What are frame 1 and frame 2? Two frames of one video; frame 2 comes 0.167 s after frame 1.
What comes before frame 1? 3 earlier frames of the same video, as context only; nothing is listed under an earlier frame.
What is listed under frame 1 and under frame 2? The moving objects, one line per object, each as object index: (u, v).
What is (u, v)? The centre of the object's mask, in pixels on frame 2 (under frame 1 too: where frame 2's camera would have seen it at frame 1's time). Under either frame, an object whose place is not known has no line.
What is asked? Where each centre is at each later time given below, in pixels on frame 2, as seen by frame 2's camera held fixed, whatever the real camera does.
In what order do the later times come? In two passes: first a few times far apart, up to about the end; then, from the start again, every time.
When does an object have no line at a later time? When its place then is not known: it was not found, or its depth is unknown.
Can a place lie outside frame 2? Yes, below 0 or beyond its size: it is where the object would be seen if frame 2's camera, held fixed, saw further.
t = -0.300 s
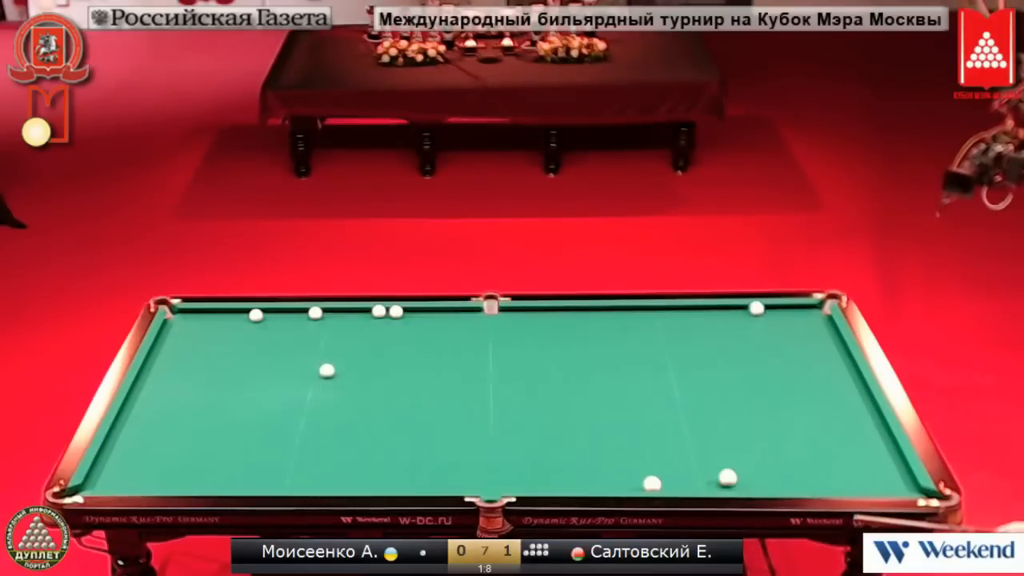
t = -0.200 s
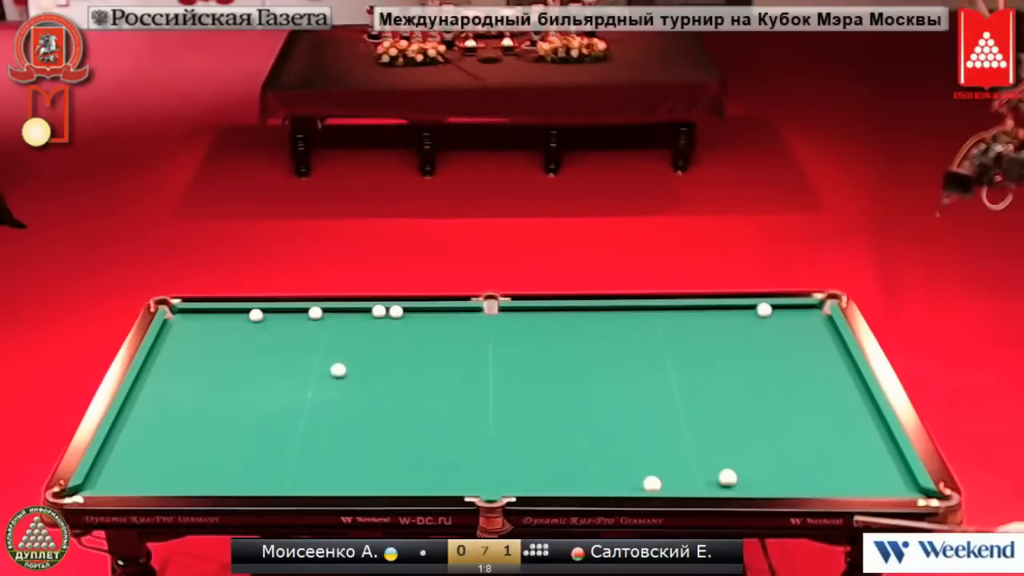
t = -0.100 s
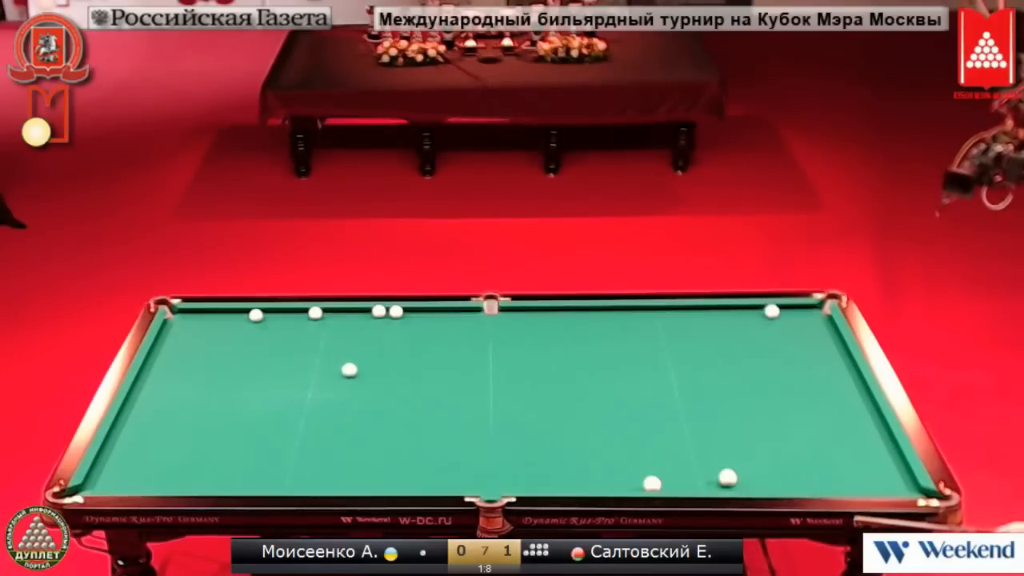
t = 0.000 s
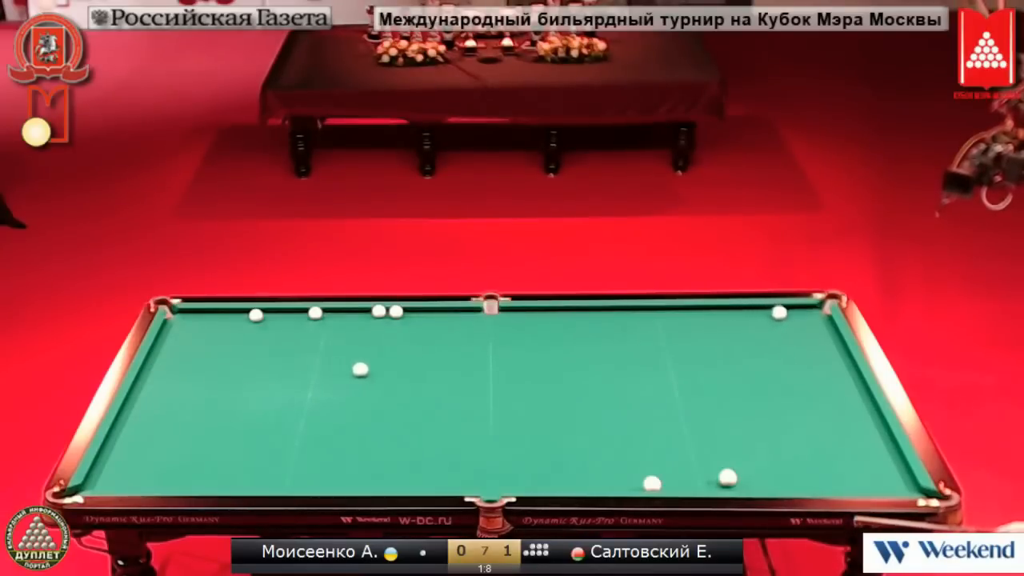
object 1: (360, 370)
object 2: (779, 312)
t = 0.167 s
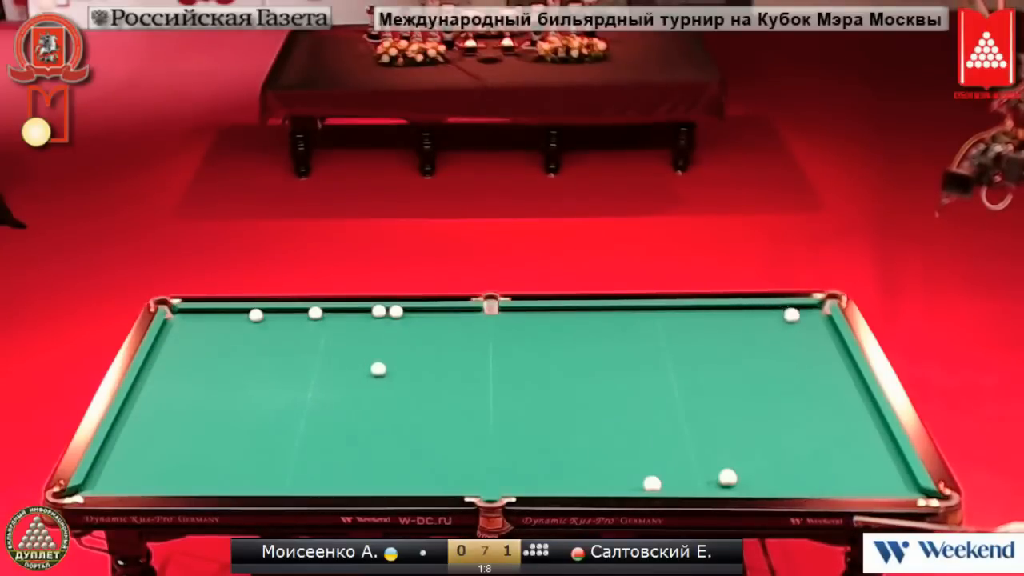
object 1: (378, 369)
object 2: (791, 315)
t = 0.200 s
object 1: (381, 369)
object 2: (794, 315)
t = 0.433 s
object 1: (406, 368)
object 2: (810, 318)
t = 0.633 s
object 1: (426, 368)
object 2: (824, 321)
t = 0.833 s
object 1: (446, 367)
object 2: (824, 324)
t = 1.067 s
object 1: (468, 366)
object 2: (817, 326)
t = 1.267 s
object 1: (487, 366)
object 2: (812, 327)
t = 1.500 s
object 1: (508, 365)
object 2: (807, 329)
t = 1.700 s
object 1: (525, 364)
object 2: (802, 331)
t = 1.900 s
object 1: (542, 364)
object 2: (798, 332)
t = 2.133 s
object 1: (561, 363)
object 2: (793, 333)
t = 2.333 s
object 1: (577, 363)
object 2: (790, 334)
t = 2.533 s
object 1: (593, 362)
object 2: (787, 335)
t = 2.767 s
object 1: (610, 362)
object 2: (784, 336)
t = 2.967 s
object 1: (624, 361)
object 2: (782, 337)
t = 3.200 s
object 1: (640, 361)
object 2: (779, 337)
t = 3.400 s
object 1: (653, 361)
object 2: (778, 338)
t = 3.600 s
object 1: (666, 360)
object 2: (777, 338)
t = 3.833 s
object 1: (681, 360)
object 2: (776, 338)
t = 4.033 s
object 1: (692, 360)
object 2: (776, 338)
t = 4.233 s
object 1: (703, 360)
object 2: (775, 338)
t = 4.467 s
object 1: (715, 359)
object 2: (776, 338)
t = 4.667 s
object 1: (726, 359)
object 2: (776, 338)
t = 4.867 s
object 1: (735, 359)
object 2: (776, 338)
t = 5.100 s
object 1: (745, 359)
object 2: (776, 338)
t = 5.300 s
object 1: (754, 359)
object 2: (776, 338)
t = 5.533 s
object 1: (763, 358)
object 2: (776, 337)
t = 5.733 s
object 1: (770, 358)
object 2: (776, 337)
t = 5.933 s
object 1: (777, 357)
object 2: (776, 337)
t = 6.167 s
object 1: (784, 357)
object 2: (776, 337)
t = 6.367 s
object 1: (789, 357)
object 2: (776, 338)
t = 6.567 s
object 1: (794, 357)
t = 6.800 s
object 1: (799, 357)
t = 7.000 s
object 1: (804, 357)
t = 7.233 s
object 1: (807, 357)
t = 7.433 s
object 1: (810, 357)
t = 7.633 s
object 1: (813, 357)
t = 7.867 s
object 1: (814, 358)
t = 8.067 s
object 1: (815, 357)
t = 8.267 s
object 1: (816, 357)
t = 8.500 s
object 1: (816, 357)
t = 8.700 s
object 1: (816, 357)
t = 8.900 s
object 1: (816, 357)
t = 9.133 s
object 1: (816, 357)
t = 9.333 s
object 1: (816, 357)
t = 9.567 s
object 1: (816, 357)
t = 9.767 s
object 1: (816, 357)
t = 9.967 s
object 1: (816, 357)
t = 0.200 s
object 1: (381, 369)
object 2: (794, 315)
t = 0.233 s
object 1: (385, 369)
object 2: (796, 316)
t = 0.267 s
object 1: (388, 369)
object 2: (798, 316)
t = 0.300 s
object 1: (392, 369)
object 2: (801, 317)
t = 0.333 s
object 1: (395, 369)
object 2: (804, 317)
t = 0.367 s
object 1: (399, 369)
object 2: (806, 318)
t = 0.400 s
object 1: (402, 368)
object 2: (808, 318)
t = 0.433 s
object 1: (406, 368)
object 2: (810, 318)
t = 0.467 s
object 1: (409, 368)
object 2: (813, 319)
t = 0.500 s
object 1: (412, 368)
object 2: (815, 319)
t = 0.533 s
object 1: (416, 368)
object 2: (817, 320)
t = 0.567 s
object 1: (419, 368)
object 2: (820, 321)
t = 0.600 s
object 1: (423, 368)
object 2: (822, 321)
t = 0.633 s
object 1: (426, 368)
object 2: (824, 321)
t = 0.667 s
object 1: (429, 368)
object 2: (827, 322)
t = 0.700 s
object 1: (433, 367)
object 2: (828, 323)
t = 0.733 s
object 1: (436, 367)
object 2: (827, 323)
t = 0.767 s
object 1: (439, 367)
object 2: (826, 323)
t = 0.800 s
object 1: (443, 367)
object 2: (825, 323)
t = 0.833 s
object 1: (446, 367)
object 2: (824, 324)
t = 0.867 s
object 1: (449, 367)
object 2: (823, 324)
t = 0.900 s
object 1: (452, 367)
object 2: (822, 324)
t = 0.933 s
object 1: (456, 367)
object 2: (822, 324)
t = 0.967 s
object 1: (459, 366)
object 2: (820, 325)
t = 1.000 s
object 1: (462, 366)
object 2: (819, 325)
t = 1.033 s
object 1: (465, 366)
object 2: (819, 325)
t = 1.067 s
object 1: (468, 366)
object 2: (817, 326)
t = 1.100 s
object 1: (471, 366)
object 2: (816, 326)
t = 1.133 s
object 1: (474, 366)
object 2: (816, 326)
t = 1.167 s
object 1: (478, 366)
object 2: (815, 326)
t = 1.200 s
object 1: (481, 366)
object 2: (814, 327)
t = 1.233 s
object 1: (484, 365)
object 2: (813, 327)
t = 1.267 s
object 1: (487, 366)
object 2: (812, 327)
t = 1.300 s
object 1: (490, 365)
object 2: (811, 328)
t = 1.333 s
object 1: (493, 365)
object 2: (811, 328)
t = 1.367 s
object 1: (496, 365)
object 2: (809, 328)
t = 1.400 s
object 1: (498, 365)
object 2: (809, 328)
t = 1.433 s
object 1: (502, 365)
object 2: (808, 329)
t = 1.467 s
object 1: (505, 365)
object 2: (807, 329)
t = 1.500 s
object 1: (508, 365)
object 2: (807, 329)
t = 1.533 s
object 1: (511, 365)
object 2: (806, 329)
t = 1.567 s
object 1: (514, 365)
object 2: (805, 330)
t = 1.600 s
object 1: (517, 365)
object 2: (804, 330)
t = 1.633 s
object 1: (519, 364)
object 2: (804, 330)
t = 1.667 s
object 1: (522, 364)
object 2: (803, 330)
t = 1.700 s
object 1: (525, 364)
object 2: (802, 331)
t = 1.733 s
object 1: (528, 364)
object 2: (801, 331)
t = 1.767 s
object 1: (531, 364)
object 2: (801, 331)
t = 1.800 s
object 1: (534, 364)
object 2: (800, 331)
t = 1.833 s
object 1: (536, 364)
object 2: (799, 331)
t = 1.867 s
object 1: (539, 364)
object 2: (799, 331)
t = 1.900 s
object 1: (542, 364)
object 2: (798, 332)
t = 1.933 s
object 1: (545, 363)
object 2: (797, 332)
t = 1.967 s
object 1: (548, 364)
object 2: (797, 332)
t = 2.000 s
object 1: (551, 364)
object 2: (796, 332)
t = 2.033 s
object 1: (553, 363)
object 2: (795, 333)
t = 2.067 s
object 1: (556, 363)
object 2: (794, 333)
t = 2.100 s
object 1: (558, 363)
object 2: (794, 333)
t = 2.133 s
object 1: (561, 363)
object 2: (793, 333)
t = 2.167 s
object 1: (564, 363)
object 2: (793, 333)
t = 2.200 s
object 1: (567, 363)
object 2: (792, 334)
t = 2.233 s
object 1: (570, 363)
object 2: (792, 334)
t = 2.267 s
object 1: (572, 363)
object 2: (791, 334)
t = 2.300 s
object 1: (575, 363)
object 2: (791, 334)
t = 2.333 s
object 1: (577, 363)
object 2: (790, 334)
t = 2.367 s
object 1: (580, 363)
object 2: (789, 335)
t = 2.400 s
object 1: (583, 363)
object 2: (789, 335)
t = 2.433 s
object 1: (585, 362)
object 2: (789, 335)
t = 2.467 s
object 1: (588, 362)
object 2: (788, 335)
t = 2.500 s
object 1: (590, 362)
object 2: (788, 335)
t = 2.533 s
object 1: (593, 362)
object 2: (787, 335)
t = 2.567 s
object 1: (595, 362)
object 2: (787, 335)
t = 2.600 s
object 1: (598, 362)
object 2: (786, 336)
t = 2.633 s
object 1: (600, 362)
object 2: (786, 336)
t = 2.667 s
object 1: (603, 362)
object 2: (785, 336)
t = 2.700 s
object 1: (605, 362)
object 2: (785, 336)
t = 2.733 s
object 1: (608, 362)
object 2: (784, 336)
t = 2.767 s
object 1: (610, 362)
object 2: (784, 336)
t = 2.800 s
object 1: (613, 362)
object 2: (783, 336)
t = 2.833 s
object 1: (615, 362)
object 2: (783, 336)
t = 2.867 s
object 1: (617, 361)
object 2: (783, 337)
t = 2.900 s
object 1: (619, 362)
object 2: (782, 337)
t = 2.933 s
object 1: (622, 361)
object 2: (782, 337)
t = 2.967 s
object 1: (624, 361)
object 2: (782, 337)
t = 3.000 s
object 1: (627, 361)
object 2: (781, 337)
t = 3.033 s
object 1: (629, 361)
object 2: (781, 337)
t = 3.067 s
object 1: (631, 361)
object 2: (781, 337)
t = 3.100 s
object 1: (634, 361)
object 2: (780, 337)
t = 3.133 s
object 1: (636, 361)
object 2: (780, 337)
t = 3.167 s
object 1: (638, 361)
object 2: (780, 337)
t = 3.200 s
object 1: (640, 361)
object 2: (779, 337)
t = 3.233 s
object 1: (643, 361)
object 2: (779, 338)
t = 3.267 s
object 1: (645, 361)
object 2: (779, 338)
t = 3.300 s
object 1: (647, 361)
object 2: (779, 338)
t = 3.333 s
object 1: (649, 361)
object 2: (778, 338)
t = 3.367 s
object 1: (651, 361)
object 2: (778, 338)
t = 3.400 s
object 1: (653, 361)
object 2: (778, 338)
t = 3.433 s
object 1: (656, 361)
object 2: (778, 338)
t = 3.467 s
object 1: (658, 361)
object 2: (777, 338)
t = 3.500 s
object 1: (660, 361)
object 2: (777, 338)
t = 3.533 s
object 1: (662, 361)
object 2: (777, 338)
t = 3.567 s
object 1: (664, 361)
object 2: (777, 338)
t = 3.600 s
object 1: (666, 360)
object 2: (777, 338)
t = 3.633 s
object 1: (668, 360)
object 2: (776, 338)
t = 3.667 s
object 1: (670, 360)
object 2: (776, 338)
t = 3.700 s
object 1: (673, 360)
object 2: (776, 338)
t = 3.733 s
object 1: (674, 360)
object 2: (776, 338)
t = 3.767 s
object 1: (677, 360)
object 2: (776, 338)
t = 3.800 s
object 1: (678, 360)
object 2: (776, 338)
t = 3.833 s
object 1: (681, 360)
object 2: (776, 338)
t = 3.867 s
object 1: (682, 360)
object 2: (776, 338)
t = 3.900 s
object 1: (685, 360)
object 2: (775, 338)
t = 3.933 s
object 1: (686, 360)
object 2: (775, 338)
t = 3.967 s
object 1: (688, 360)
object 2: (775, 338)
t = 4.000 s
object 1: (690, 360)
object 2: (775, 338)
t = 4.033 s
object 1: (692, 360)
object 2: (776, 338)
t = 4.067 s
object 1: (694, 360)
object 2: (775, 338)
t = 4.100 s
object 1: (696, 360)
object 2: (775, 338)
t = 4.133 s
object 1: (698, 360)
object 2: (775, 338)
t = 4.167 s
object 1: (700, 360)
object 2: (775, 338)
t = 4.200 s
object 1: (702, 360)
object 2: (775, 338)
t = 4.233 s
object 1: (703, 360)
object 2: (775, 338)
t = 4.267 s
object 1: (705, 360)
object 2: (776, 338)
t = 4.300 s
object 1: (707, 360)
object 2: (776, 338)
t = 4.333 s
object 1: (709, 359)
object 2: (776, 338)
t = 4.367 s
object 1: (710, 359)
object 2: (776, 338)
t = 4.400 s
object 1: (712, 359)
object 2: (776, 338)
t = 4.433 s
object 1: (714, 359)
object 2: (776, 338)
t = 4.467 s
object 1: (715, 359)
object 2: (776, 338)
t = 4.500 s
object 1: (717, 359)
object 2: (776, 338)
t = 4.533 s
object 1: (719, 359)
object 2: (776, 338)
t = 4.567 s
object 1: (721, 359)
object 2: (776, 338)
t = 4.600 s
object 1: (722, 359)
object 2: (776, 338)
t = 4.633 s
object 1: (724, 359)
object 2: (776, 338)
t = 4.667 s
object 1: (726, 359)
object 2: (776, 338)
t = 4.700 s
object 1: (727, 359)
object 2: (776, 338)
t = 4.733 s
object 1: (729, 359)
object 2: (776, 338)
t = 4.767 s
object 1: (730, 359)
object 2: (776, 338)
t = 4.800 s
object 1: (732, 359)
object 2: (776, 338)
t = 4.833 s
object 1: (733, 359)
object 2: (776, 338)
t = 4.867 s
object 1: (735, 359)
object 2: (776, 338)
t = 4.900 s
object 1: (737, 359)
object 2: (776, 338)
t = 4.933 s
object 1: (738, 359)
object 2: (776, 338)
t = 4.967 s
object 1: (739, 359)
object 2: (776, 338)
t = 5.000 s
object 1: (741, 359)
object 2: (776, 338)
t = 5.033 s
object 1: (743, 359)
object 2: (776, 338)
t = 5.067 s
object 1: (744, 359)
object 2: (776, 338)
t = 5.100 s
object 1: (745, 359)
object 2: (776, 338)
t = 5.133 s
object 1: (747, 359)
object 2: (776, 338)
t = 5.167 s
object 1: (748, 359)
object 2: (776, 338)
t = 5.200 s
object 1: (750, 358)
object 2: (776, 338)
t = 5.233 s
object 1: (751, 358)
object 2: (776, 338)
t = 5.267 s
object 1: (752, 359)
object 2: (776, 338)
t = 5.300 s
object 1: (754, 359)
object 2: (776, 338)
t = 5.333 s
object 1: (755, 359)
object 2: (776, 338)
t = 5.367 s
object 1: (756, 358)
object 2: (776, 337)
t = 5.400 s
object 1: (758, 358)
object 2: (776, 337)
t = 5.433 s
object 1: (759, 358)
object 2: (776, 338)
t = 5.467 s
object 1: (760, 358)
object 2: (776, 337)
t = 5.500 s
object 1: (761, 358)
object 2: (776, 337)
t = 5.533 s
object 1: (763, 358)
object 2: (776, 337)
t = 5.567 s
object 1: (764, 358)
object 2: (776, 337)
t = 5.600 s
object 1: (765, 358)
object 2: (776, 337)
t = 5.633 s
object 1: (766, 358)
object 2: (776, 337)
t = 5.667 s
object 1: (767, 358)
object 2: (776, 337)
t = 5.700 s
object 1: (769, 358)
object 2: (776, 337)
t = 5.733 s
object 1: (770, 358)
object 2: (776, 337)
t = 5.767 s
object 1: (771, 358)
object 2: (776, 337)
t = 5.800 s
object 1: (772, 358)
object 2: (776, 337)
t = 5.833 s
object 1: (773, 358)
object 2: (776, 337)
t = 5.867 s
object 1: (774, 358)
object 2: (776, 337)
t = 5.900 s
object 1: (775, 357)
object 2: (776, 337)
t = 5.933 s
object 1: (777, 357)
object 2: (776, 337)
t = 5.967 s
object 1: (778, 357)
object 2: (776, 337)
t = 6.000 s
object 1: (779, 357)
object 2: (776, 337)
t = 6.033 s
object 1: (780, 357)
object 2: (776, 337)
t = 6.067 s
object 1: (780, 357)
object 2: (776, 337)
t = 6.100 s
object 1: (782, 357)
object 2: (776, 337)
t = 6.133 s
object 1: (783, 357)
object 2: (776, 337)
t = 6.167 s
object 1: (784, 357)
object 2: (776, 337)
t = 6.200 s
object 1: (785, 357)
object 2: (776, 337)
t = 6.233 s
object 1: (785, 357)
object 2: (776, 337)
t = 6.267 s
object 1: (787, 357)
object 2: (776, 338)
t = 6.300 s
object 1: (787, 357)
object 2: (776, 338)
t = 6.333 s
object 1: (788, 357)
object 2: (776, 338)
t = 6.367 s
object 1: (789, 357)
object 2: (776, 338)
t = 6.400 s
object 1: (790, 357)
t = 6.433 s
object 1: (791, 357)
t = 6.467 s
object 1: (792, 357)
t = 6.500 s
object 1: (793, 357)
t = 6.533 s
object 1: (793, 357)
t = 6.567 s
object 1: (794, 357)
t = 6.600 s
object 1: (795, 357)
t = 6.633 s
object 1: (796, 357)
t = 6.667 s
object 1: (797, 357)
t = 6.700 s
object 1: (797, 357)
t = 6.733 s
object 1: (798, 357)
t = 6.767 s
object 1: (799, 357)
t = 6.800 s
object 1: (799, 357)
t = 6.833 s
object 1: (800, 357)
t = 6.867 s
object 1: (801, 357)
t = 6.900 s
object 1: (802, 357)
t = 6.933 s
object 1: (802, 357)
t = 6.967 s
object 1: (803, 357)
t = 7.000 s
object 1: (804, 357)
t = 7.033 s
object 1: (804, 357)
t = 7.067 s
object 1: (805, 357)
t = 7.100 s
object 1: (806, 357)
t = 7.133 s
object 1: (806, 357)
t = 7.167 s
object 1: (807, 357)
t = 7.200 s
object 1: (807, 357)
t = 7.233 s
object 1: (807, 357)
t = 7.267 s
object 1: (808, 357)
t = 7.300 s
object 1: (808, 357)
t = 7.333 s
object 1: (809, 357)
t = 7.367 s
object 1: (809, 357)
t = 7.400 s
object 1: (810, 357)
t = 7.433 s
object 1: (810, 357)
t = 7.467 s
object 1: (811, 357)
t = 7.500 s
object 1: (811, 357)
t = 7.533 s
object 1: (812, 357)
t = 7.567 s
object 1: (812, 357)
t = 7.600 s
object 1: (812, 357)
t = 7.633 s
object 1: (813, 357)
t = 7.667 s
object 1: (813, 357)
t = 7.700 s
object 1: (813, 357)
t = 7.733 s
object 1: (813, 357)
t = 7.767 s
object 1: (814, 357)
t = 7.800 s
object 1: (814, 358)
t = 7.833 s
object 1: (814, 358)
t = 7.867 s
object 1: (814, 358)
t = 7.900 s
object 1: (815, 358)
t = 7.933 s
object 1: (815, 358)
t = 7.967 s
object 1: (815, 357)
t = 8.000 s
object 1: (815, 358)
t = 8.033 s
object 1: (815, 357)
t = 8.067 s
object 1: (815, 357)
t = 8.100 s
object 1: (815, 358)
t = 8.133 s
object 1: (816, 357)
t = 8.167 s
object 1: (816, 357)
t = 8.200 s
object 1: (816, 357)
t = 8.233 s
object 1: (816, 357)
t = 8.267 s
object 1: (816, 357)
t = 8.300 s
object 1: (816, 357)
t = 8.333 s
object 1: (816, 357)
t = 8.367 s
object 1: (816, 357)
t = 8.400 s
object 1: (816, 357)
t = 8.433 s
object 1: (816, 357)
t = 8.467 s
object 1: (816, 357)
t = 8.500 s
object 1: (816, 357)
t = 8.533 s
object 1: (816, 357)
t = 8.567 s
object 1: (816, 357)
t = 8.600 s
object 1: (816, 357)
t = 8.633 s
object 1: (816, 357)
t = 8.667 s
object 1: (816, 357)
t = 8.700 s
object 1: (816, 357)
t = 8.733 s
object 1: (816, 357)
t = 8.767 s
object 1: (816, 357)
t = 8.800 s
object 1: (816, 357)
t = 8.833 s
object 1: (816, 357)
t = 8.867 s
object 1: (816, 357)
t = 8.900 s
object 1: (816, 357)
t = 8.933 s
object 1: (816, 357)
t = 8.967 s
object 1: (816, 357)
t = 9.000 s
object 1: (816, 357)
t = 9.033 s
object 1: (816, 357)
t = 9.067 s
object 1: (816, 357)
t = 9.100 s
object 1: (816, 357)
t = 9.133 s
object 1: (816, 357)
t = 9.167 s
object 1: (816, 357)
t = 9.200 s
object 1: (816, 357)
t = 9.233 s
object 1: (816, 357)
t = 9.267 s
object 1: (816, 357)
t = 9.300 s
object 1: (816, 357)
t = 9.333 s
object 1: (816, 357)
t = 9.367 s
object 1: (816, 357)
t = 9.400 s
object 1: (816, 357)
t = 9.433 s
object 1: (816, 357)
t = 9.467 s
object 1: (816, 357)
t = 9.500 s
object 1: (816, 358)
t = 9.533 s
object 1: (816, 357)
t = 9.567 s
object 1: (816, 357)
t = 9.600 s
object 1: (816, 357)
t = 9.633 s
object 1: (816, 357)
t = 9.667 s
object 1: (816, 357)
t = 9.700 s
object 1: (816, 357)
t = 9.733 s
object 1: (816, 357)
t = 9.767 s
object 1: (816, 357)
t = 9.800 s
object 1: (816, 357)
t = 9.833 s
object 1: (816, 357)
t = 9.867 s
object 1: (816, 357)
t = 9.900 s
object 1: (816, 357)
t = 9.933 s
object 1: (816, 357)
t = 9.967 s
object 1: (816, 357)
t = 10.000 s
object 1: (816, 357)
